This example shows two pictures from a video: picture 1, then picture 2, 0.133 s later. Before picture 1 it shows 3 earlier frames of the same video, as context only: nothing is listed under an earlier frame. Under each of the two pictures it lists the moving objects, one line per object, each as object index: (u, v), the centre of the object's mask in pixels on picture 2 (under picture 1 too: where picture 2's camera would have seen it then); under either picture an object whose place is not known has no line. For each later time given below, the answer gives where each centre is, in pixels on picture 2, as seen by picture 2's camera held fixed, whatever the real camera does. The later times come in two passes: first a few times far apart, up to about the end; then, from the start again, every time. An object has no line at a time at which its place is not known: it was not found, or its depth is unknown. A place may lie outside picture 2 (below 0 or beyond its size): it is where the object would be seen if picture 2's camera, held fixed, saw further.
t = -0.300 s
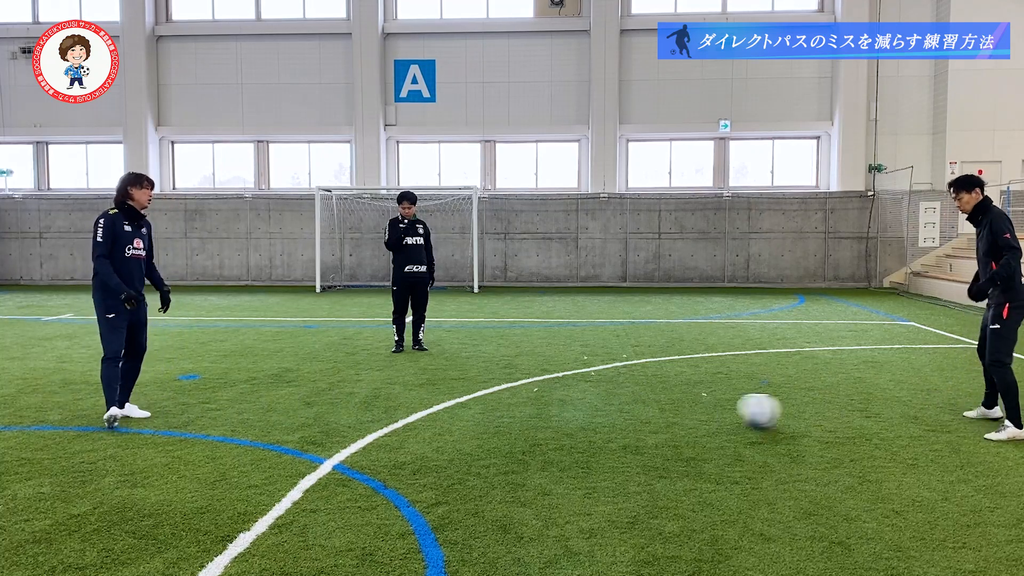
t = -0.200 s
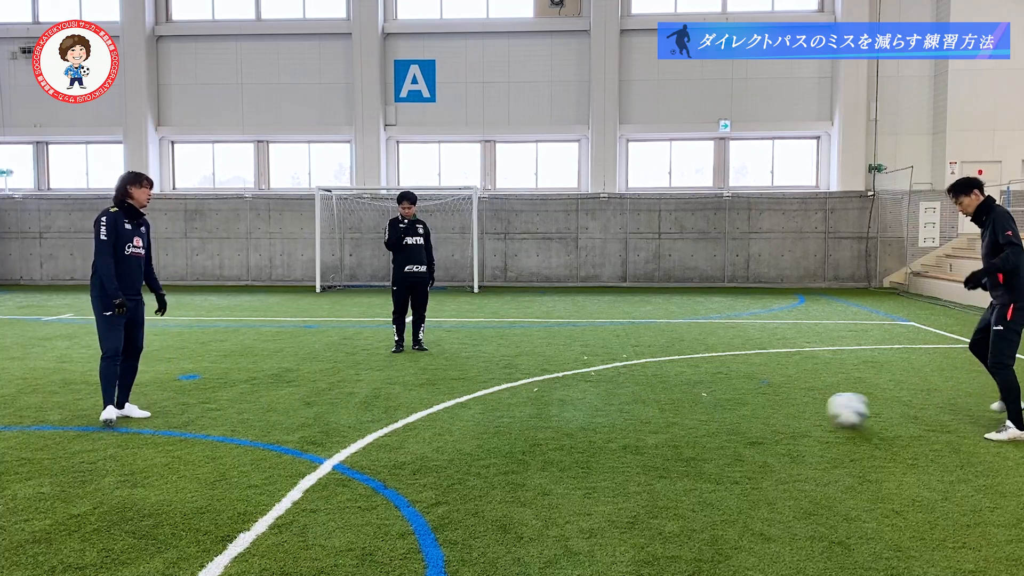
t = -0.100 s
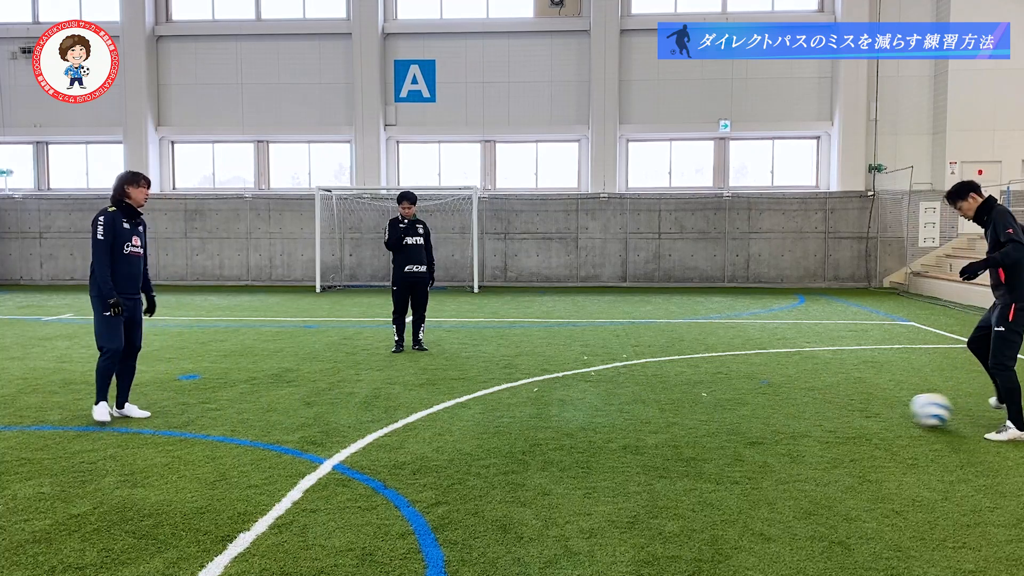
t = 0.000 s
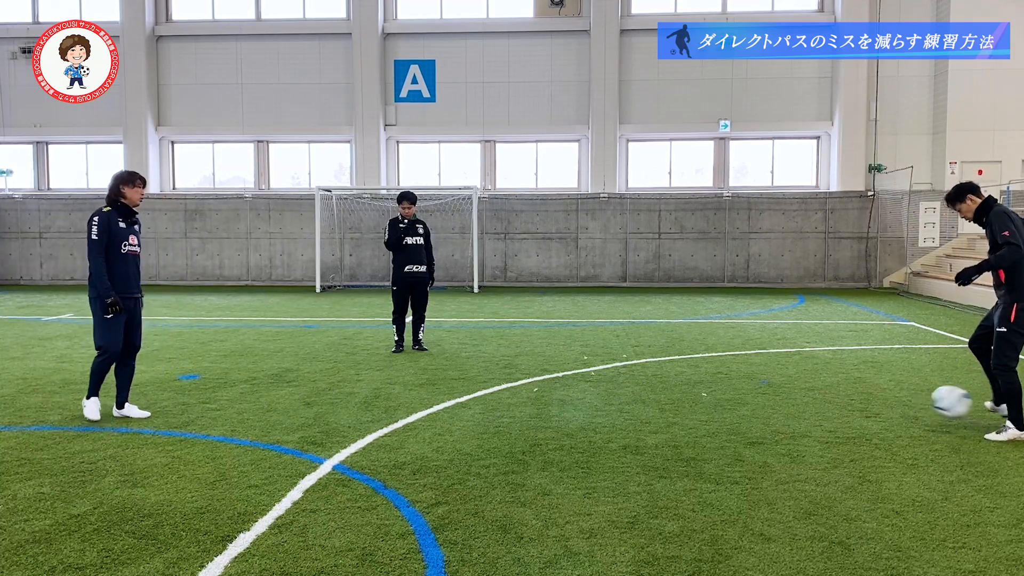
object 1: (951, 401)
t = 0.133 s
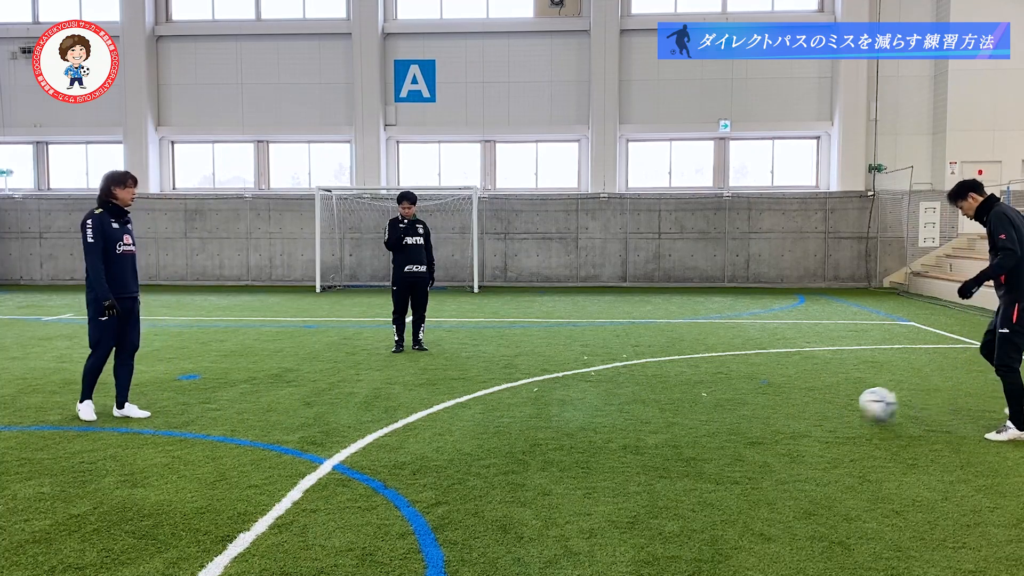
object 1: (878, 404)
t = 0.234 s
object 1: (836, 401)
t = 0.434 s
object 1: (768, 403)
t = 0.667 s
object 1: (707, 401)
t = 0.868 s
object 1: (656, 399)
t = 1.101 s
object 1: (601, 397)
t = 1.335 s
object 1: (552, 394)
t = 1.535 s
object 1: (512, 392)
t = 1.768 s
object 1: (471, 390)
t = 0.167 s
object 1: (861, 408)
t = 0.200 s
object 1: (848, 405)
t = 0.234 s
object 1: (836, 401)
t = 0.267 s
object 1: (823, 400)
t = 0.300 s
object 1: (812, 399)
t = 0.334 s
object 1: (800, 401)
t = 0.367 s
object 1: (788, 404)
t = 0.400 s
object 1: (777, 405)
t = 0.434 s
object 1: (768, 403)
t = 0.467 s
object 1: (759, 402)
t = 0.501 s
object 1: (751, 403)
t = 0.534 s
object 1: (743, 404)
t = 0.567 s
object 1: (734, 402)
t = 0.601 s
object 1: (724, 401)
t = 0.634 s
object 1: (716, 402)
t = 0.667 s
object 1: (707, 401)
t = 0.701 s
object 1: (697, 401)
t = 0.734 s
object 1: (689, 401)
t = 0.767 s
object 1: (680, 400)
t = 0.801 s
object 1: (672, 401)
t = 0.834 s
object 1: (664, 400)
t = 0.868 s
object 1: (656, 399)
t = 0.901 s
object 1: (648, 399)
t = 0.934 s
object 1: (640, 398)
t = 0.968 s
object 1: (632, 398)
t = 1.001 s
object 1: (625, 397)
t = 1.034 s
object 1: (617, 397)
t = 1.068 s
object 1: (609, 397)
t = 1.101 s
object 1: (601, 397)
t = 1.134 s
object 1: (594, 396)
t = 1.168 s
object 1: (587, 396)
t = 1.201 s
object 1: (580, 396)
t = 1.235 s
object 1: (573, 395)
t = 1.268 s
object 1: (566, 395)
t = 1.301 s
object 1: (559, 394)
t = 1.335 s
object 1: (552, 394)
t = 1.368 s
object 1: (545, 394)
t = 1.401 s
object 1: (539, 393)
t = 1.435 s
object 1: (532, 393)
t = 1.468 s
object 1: (526, 393)
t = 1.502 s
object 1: (519, 392)
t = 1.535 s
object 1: (512, 392)
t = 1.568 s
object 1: (506, 392)
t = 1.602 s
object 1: (500, 392)
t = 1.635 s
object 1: (494, 391)
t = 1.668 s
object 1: (489, 391)
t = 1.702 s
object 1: (482, 390)
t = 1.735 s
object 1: (477, 390)
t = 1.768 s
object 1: (471, 390)
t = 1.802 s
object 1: (465, 389)
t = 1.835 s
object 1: (460, 388)
